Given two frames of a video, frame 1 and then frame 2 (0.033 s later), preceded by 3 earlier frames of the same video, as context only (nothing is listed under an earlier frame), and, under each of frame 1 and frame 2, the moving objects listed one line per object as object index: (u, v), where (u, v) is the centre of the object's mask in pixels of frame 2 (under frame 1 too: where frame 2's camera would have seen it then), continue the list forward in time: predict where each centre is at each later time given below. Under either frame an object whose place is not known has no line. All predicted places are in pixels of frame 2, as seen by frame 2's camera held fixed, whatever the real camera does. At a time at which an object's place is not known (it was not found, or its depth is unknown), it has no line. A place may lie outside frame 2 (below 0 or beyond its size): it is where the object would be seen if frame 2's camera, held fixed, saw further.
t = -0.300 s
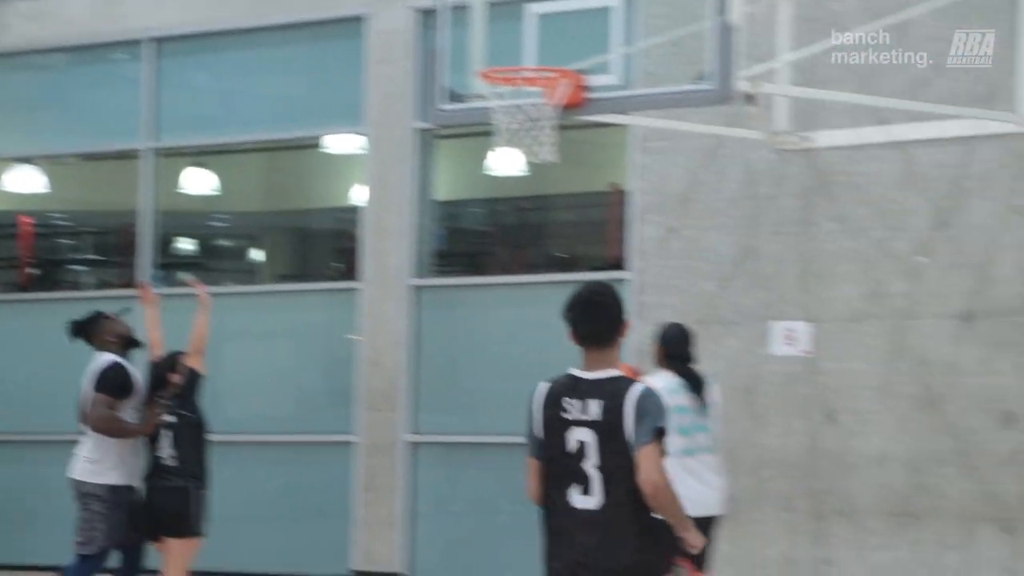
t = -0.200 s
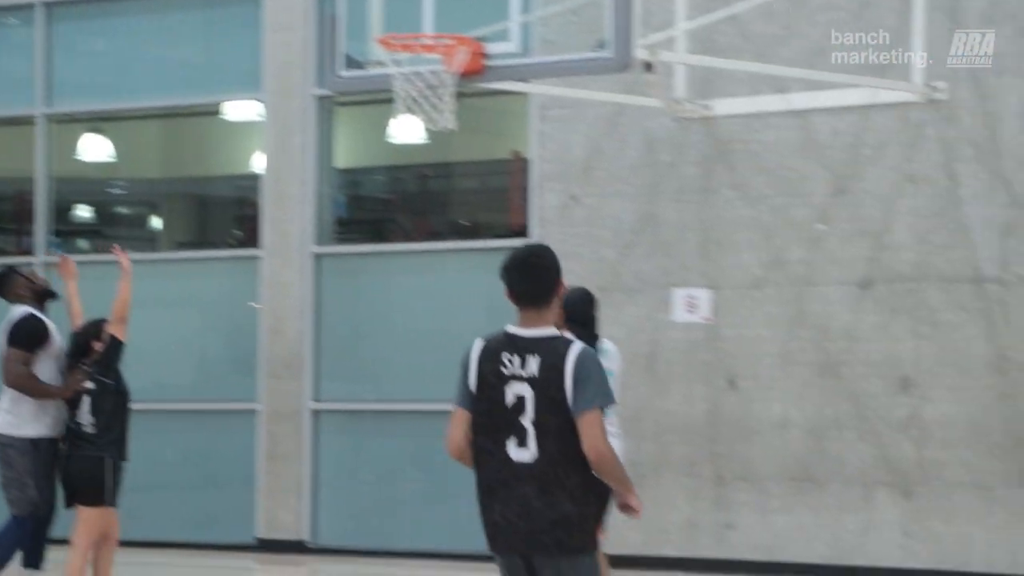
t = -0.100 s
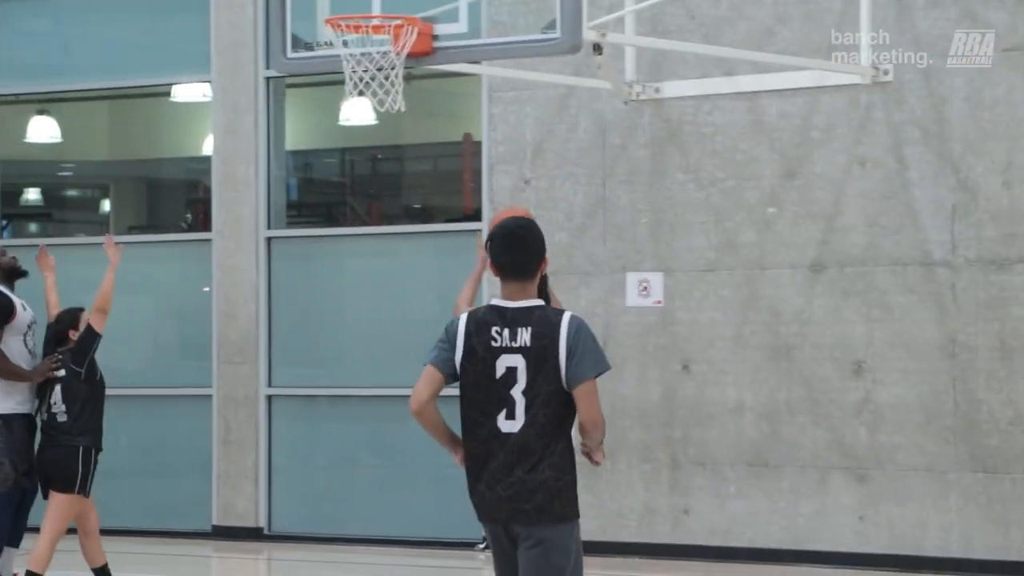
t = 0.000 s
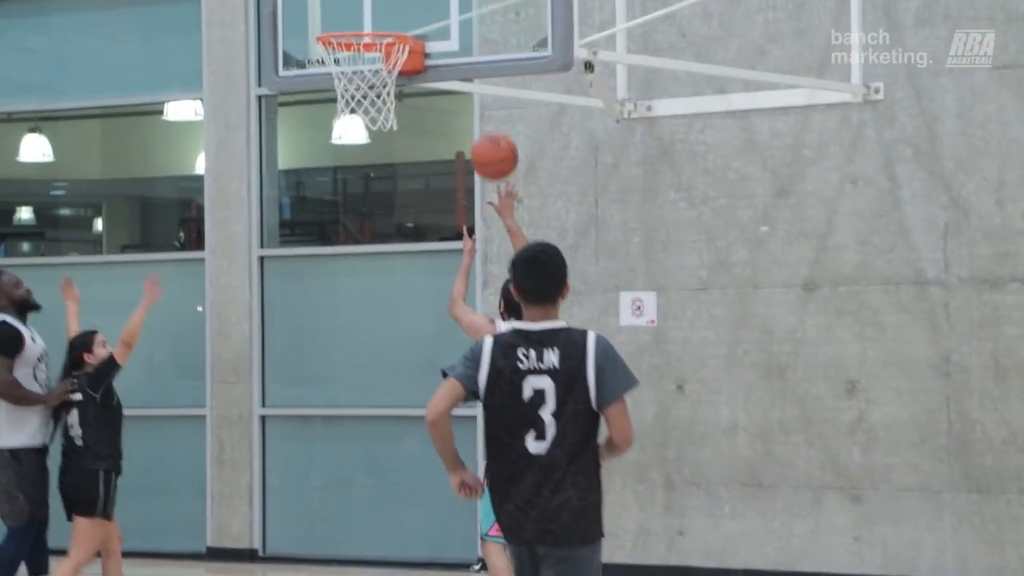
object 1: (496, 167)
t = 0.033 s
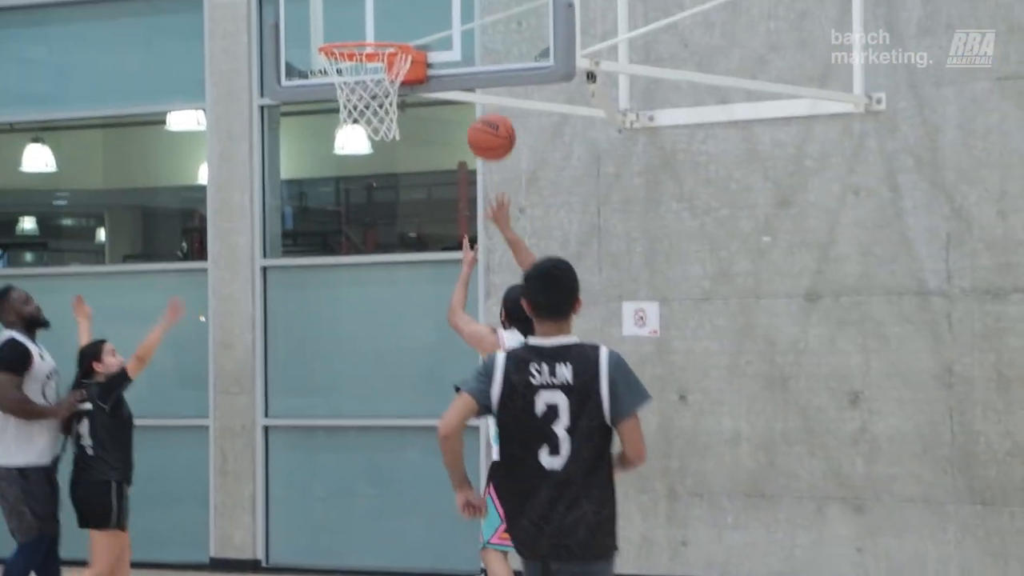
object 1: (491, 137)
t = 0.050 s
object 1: (489, 123)
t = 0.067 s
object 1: (486, 110)
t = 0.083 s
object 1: (483, 97)
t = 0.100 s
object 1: (481, 85)
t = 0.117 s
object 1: (479, 73)
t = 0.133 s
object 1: (476, 63)
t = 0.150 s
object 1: (473, 52)
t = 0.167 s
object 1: (471, 43)
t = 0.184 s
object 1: (468, 34)
